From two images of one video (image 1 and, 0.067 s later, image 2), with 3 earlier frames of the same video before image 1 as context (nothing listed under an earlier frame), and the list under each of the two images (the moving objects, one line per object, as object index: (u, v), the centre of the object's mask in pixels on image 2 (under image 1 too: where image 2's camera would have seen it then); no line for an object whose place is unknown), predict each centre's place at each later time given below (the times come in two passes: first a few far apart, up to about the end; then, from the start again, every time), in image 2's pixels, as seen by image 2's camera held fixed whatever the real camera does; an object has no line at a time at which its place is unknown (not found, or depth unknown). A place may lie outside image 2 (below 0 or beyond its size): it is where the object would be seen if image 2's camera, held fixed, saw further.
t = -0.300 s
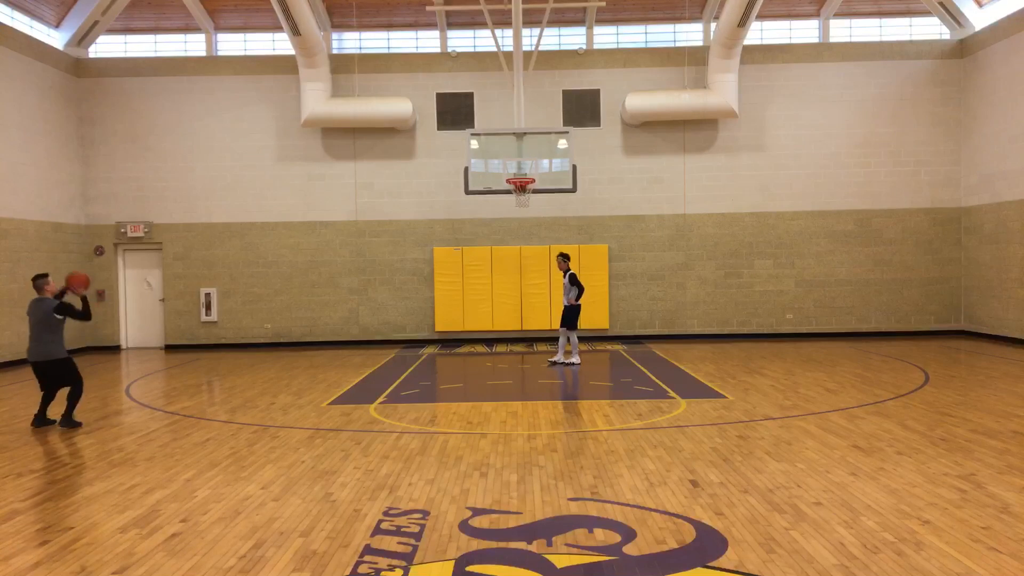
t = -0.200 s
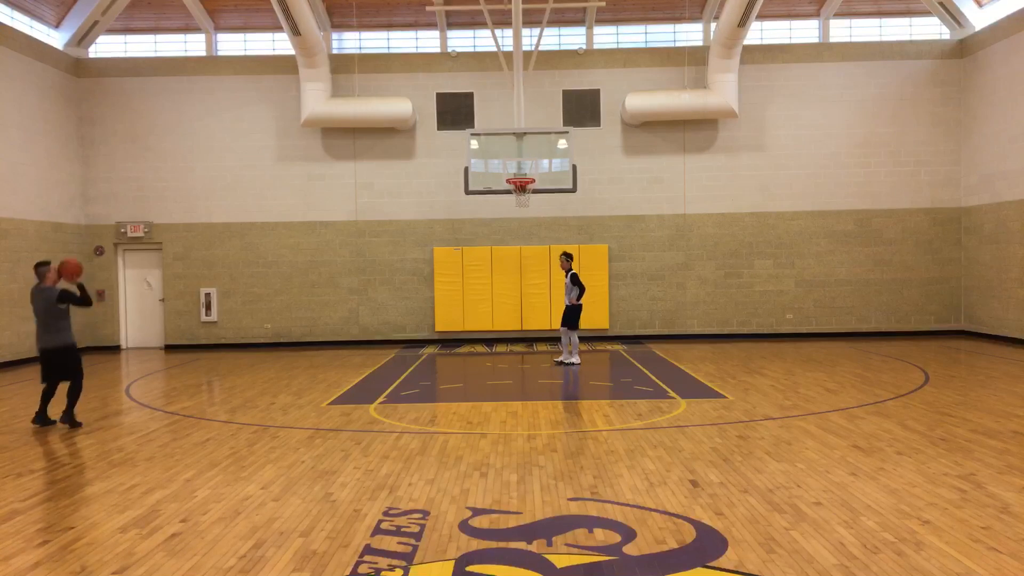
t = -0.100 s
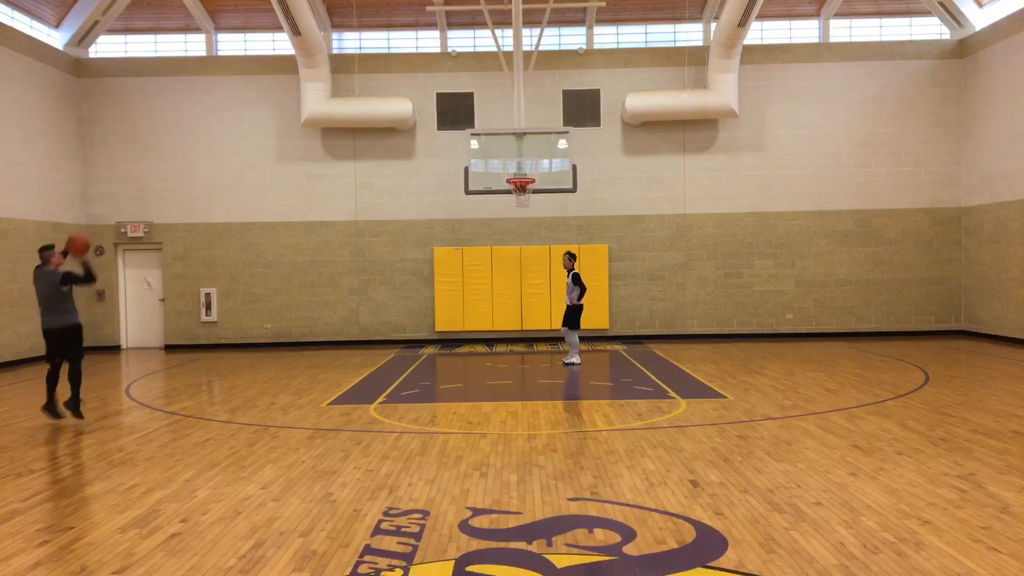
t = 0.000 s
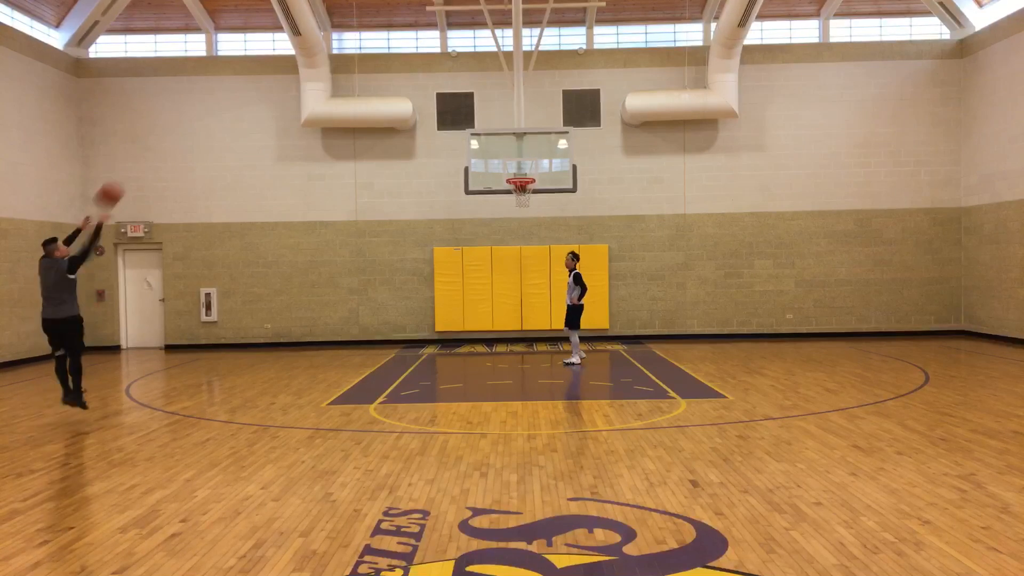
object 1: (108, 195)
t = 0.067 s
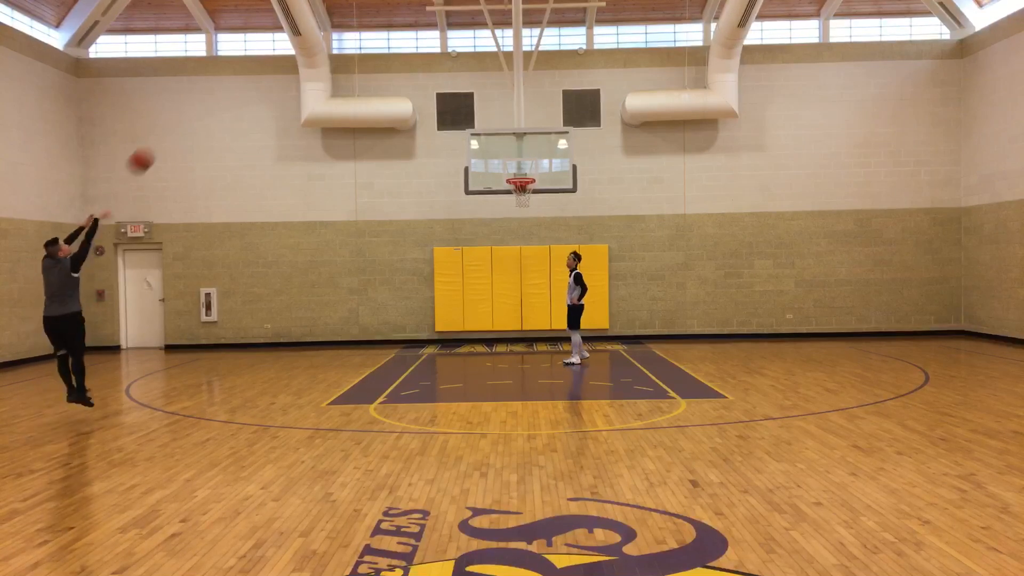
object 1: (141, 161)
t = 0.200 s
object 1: (199, 108)
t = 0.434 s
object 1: (286, 60)
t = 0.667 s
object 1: (364, 54)
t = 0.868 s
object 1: (420, 78)
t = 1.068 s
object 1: (470, 121)
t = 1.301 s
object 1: (520, 164)
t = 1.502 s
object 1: (555, 140)
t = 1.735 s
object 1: (584, 137)
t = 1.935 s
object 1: (609, 160)
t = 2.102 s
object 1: (630, 199)
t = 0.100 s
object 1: (155, 146)
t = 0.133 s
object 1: (170, 132)
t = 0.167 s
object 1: (185, 120)
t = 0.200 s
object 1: (199, 108)
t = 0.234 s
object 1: (212, 98)
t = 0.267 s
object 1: (226, 89)
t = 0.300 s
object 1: (239, 81)
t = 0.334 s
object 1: (251, 75)
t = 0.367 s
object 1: (264, 69)
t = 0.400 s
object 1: (276, 64)
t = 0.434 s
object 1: (286, 60)
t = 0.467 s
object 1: (300, 56)
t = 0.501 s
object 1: (311, 53)
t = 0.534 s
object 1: (322, 51)
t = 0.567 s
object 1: (332, 51)
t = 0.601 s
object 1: (344, 51)
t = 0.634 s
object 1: (355, 52)
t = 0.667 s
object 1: (364, 54)
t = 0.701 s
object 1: (374, 57)
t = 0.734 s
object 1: (383, 59)
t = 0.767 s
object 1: (393, 63)
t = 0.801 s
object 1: (402, 67)
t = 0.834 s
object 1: (411, 72)
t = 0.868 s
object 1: (420, 78)
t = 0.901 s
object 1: (429, 84)
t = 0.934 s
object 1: (437, 90)
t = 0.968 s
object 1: (448, 97)
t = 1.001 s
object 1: (454, 105)
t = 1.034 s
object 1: (462, 112)
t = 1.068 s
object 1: (470, 121)
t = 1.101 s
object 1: (478, 131)
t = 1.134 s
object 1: (485, 142)
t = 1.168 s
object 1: (493, 151)
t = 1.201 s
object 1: (501, 162)
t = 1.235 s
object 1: (508, 173)
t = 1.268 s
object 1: (514, 170)
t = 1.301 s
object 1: (520, 164)
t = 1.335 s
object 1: (527, 158)
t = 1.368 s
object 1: (532, 153)
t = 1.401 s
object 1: (539, 149)
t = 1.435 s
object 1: (545, 145)
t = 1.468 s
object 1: (551, 142)
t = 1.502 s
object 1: (555, 140)
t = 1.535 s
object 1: (560, 137)
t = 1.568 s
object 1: (564, 136)
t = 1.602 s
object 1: (568, 135)
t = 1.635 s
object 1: (572, 134)
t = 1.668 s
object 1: (576, 135)
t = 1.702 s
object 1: (580, 135)
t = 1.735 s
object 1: (584, 137)
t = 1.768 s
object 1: (589, 139)
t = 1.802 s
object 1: (593, 142)
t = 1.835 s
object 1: (597, 146)
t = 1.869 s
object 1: (601, 150)
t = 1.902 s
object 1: (605, 155)
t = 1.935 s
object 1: (609, 160)
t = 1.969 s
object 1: (614, 167)
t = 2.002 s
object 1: (618, 174)
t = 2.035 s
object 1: (622, 181)
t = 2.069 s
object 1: (626, 190)
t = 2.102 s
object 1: (630, 199)
